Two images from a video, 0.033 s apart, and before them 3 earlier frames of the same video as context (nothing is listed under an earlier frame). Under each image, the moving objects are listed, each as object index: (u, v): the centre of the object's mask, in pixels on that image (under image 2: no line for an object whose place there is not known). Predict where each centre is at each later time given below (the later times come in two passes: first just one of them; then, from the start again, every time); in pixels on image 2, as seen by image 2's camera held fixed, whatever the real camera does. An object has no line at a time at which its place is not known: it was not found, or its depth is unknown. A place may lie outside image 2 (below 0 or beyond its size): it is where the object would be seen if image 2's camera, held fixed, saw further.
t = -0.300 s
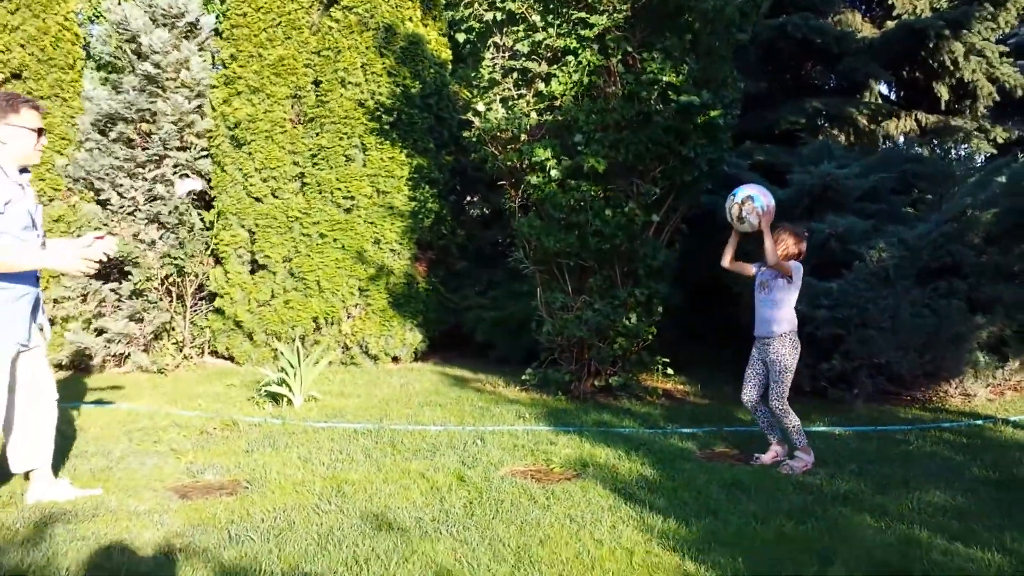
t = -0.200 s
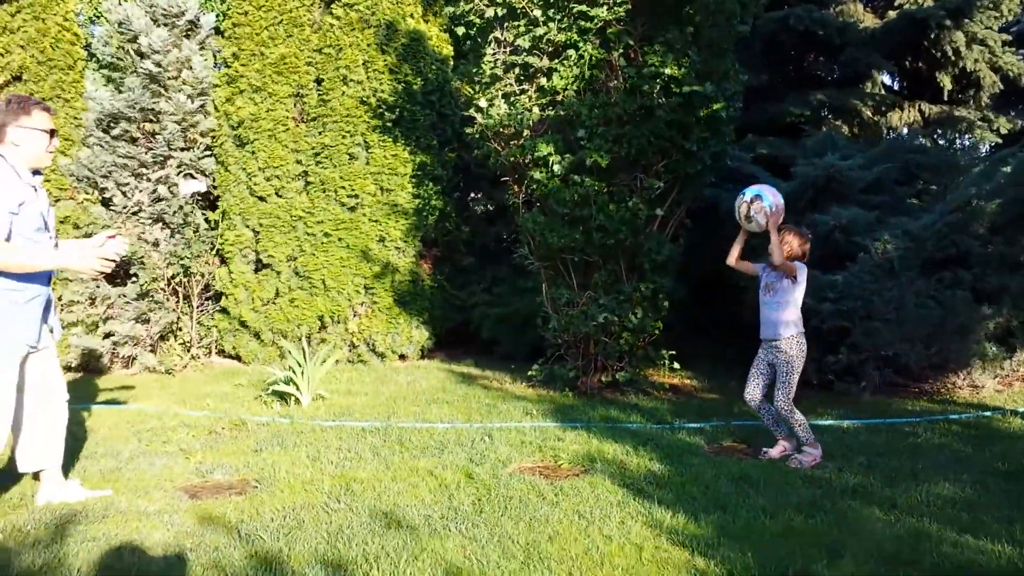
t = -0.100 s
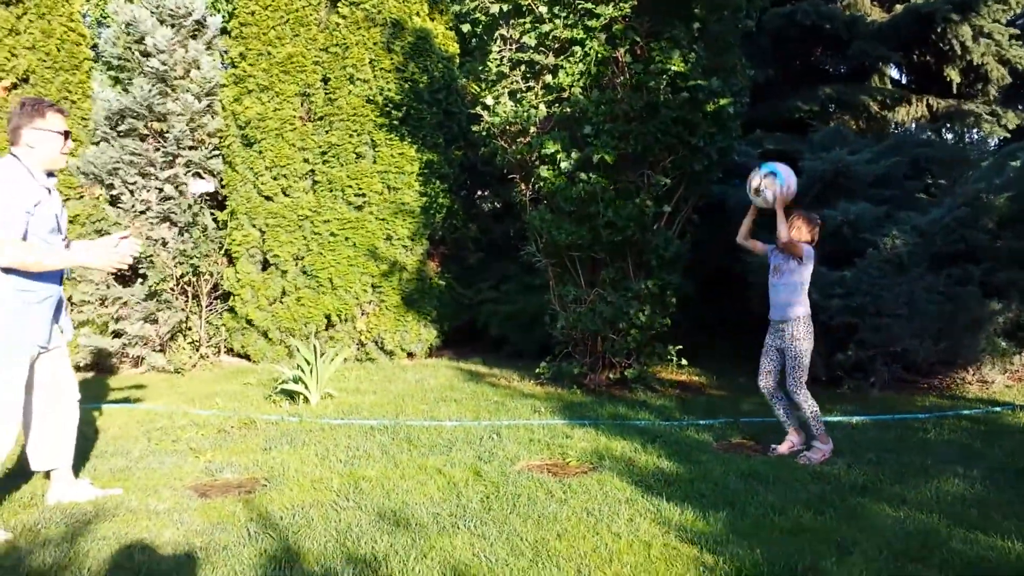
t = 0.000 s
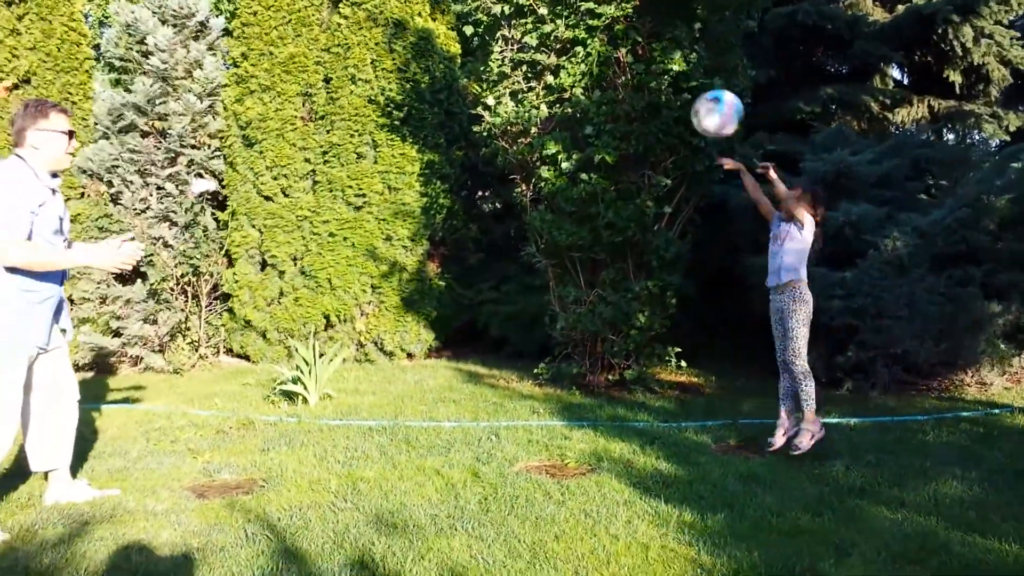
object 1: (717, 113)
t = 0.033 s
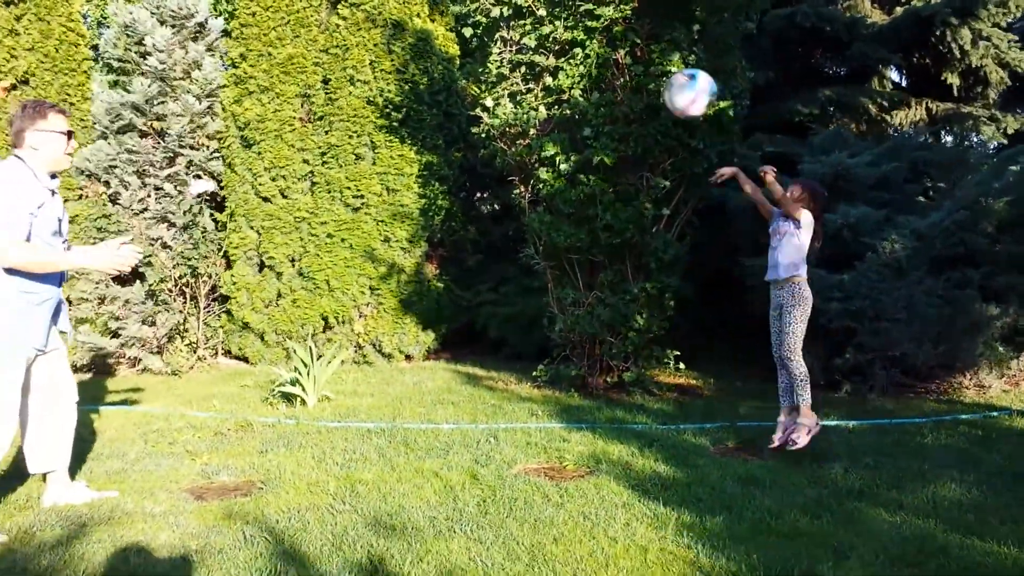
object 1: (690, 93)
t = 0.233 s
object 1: (521, 17)
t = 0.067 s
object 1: (663, 73)
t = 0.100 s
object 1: (635, 55)
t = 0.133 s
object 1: (607, 39)
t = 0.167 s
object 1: (578, 27)
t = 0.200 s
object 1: (550, 21)
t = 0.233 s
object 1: (521, 17)
